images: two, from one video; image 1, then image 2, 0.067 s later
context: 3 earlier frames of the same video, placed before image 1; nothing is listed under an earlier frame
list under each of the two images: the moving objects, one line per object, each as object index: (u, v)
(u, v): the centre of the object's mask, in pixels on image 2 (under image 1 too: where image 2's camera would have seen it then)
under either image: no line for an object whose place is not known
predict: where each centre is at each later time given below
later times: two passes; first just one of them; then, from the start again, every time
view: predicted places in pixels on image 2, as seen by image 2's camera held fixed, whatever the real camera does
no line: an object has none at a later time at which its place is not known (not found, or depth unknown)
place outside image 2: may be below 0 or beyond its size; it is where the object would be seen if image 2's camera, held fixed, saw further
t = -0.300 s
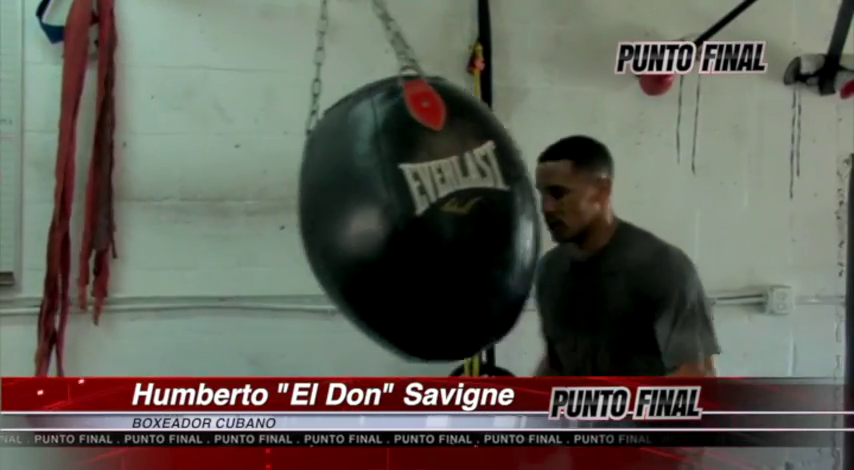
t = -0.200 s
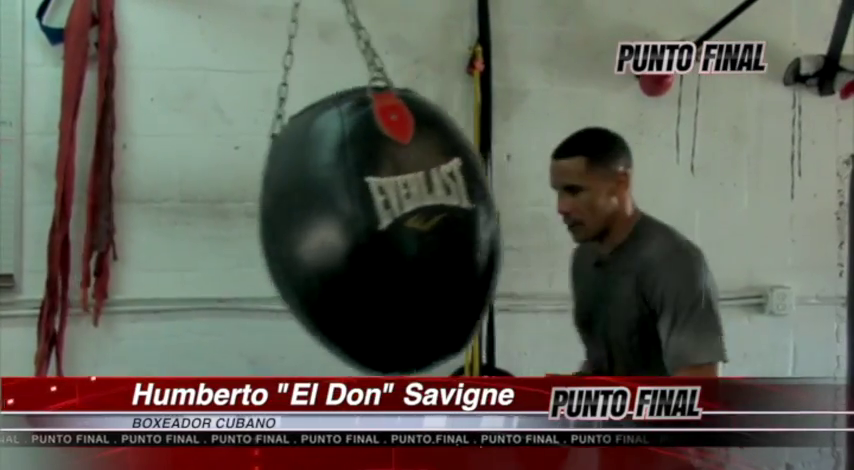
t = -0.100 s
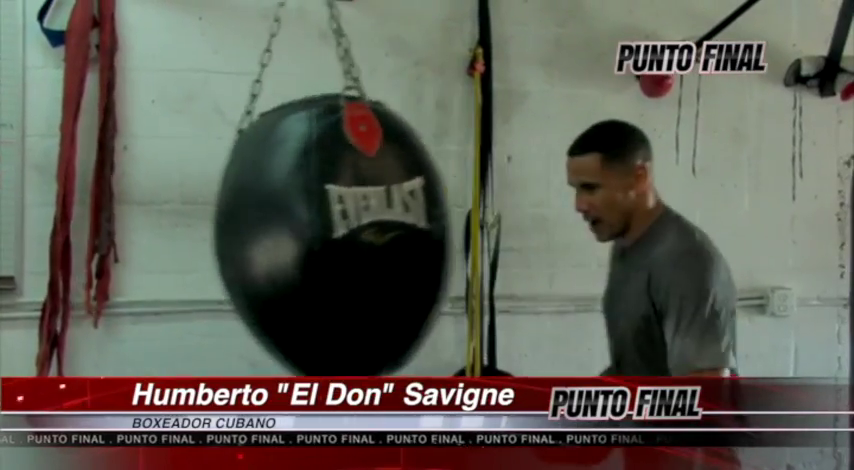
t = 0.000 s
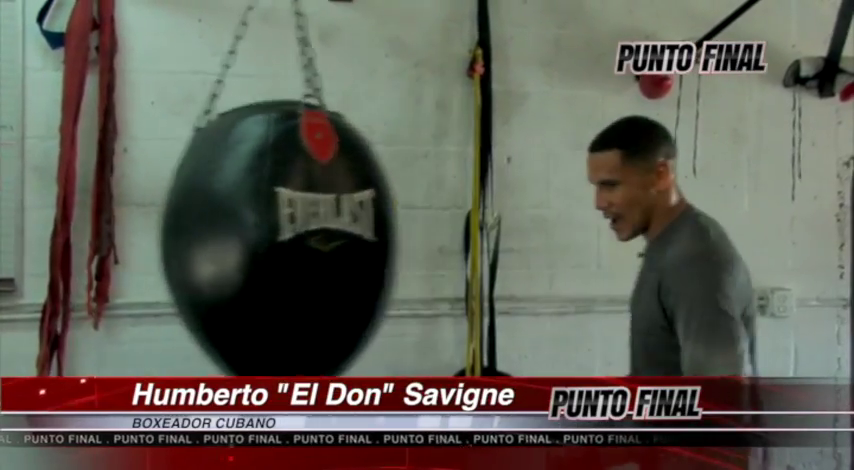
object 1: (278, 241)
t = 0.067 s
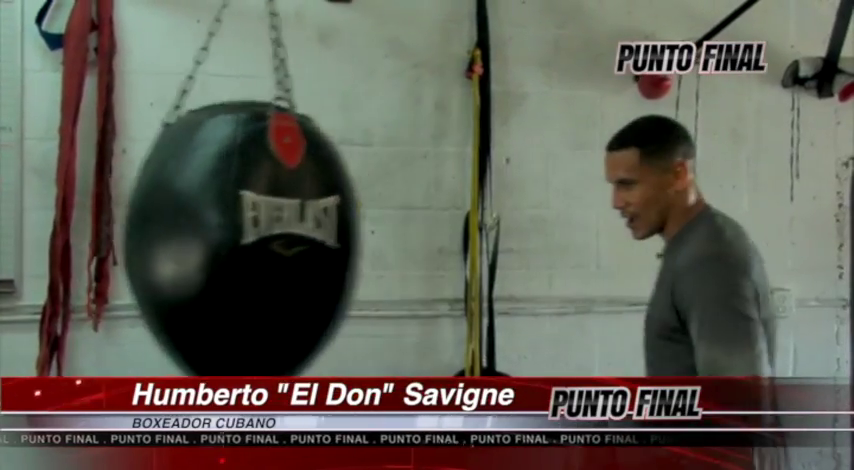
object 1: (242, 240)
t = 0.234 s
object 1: (163, 231)
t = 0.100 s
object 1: (225, 239)
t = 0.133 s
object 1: (208, 238)
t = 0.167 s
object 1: (192, 236)
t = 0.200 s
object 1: (177, 234)
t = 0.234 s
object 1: (163, 231)
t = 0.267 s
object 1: (150, 229)
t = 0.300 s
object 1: (138, 226)
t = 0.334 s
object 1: (129, 223)
